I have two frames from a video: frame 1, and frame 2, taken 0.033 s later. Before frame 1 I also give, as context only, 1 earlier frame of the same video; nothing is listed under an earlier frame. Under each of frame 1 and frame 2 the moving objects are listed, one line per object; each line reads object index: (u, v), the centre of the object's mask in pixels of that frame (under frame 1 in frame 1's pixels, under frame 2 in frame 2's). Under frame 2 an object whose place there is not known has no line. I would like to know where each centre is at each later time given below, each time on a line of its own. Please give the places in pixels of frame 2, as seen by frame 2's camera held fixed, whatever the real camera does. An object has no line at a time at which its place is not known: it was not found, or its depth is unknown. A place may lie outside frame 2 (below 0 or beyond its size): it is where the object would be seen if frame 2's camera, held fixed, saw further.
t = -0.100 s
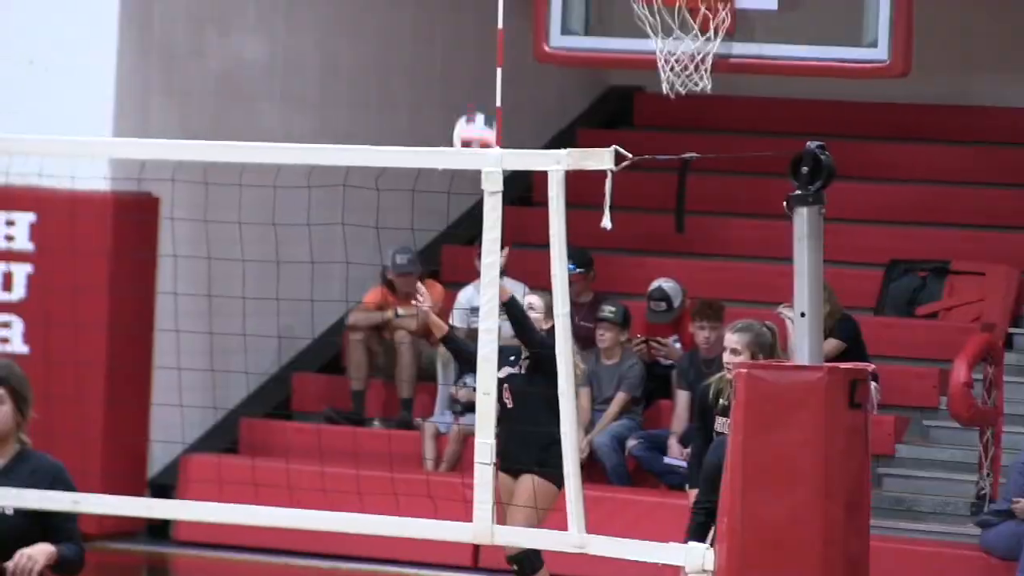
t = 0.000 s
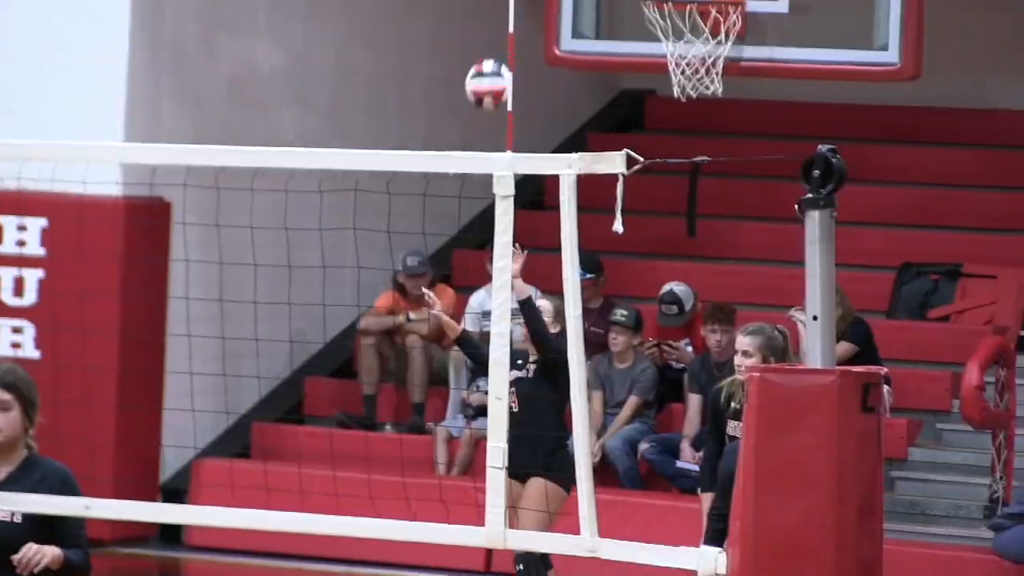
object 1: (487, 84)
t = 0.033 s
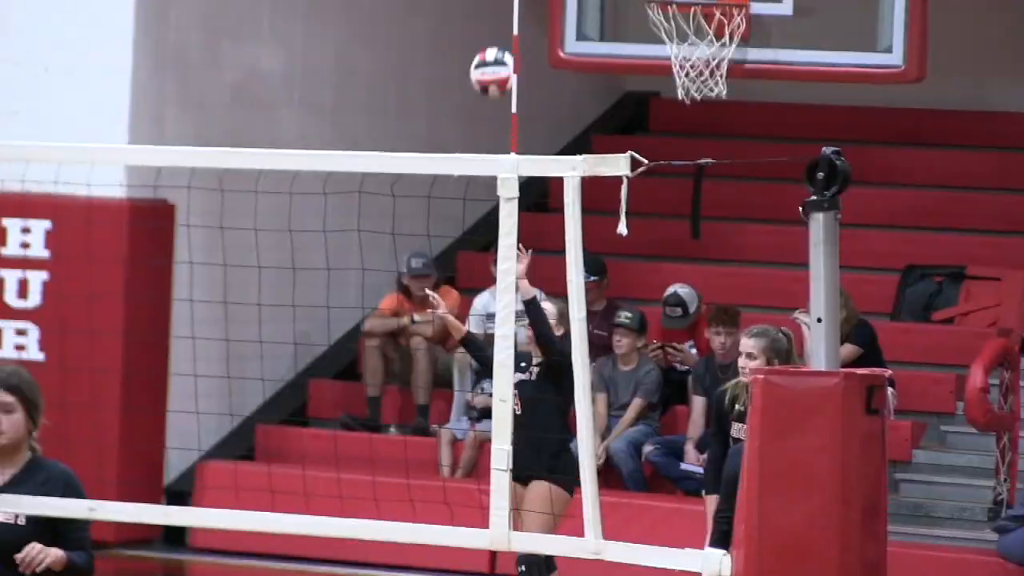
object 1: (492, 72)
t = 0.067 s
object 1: (492, 60)
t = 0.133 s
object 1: (492, 42)
